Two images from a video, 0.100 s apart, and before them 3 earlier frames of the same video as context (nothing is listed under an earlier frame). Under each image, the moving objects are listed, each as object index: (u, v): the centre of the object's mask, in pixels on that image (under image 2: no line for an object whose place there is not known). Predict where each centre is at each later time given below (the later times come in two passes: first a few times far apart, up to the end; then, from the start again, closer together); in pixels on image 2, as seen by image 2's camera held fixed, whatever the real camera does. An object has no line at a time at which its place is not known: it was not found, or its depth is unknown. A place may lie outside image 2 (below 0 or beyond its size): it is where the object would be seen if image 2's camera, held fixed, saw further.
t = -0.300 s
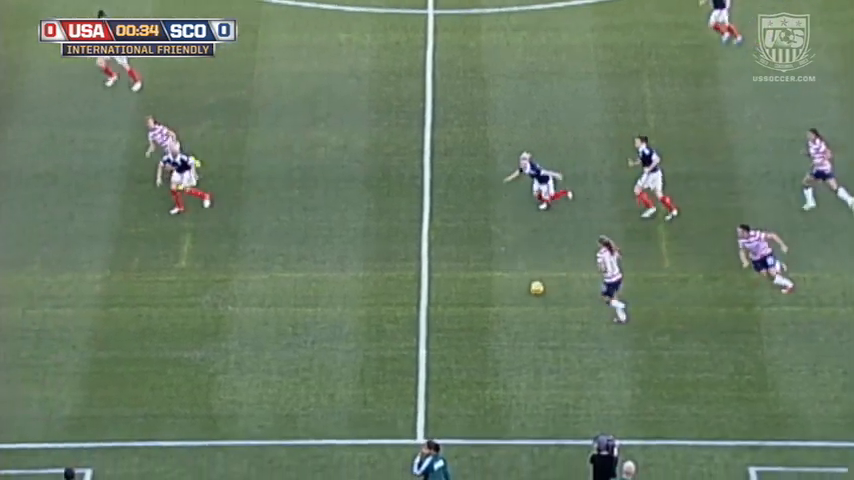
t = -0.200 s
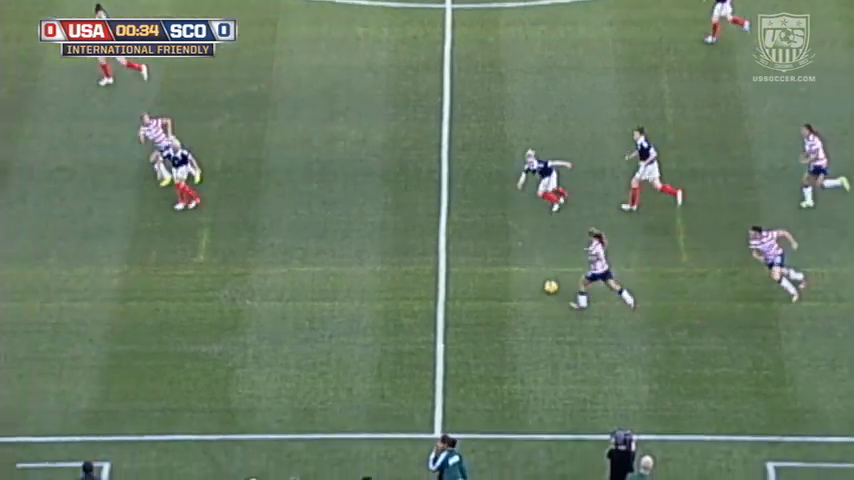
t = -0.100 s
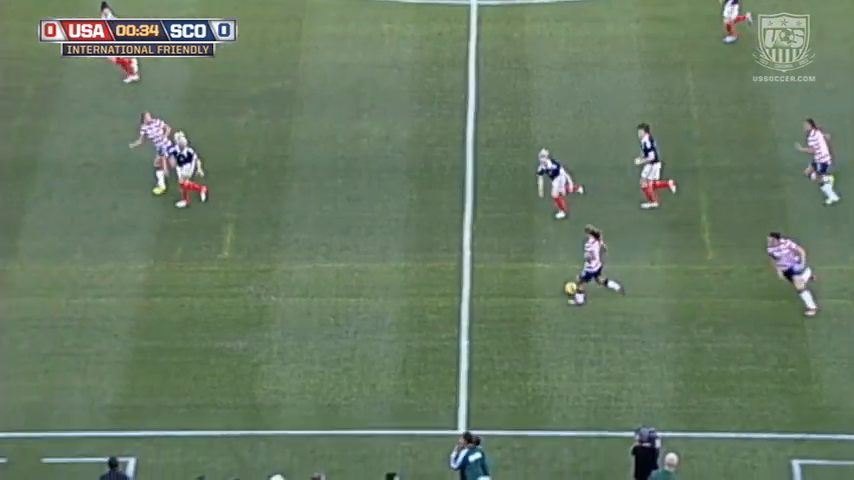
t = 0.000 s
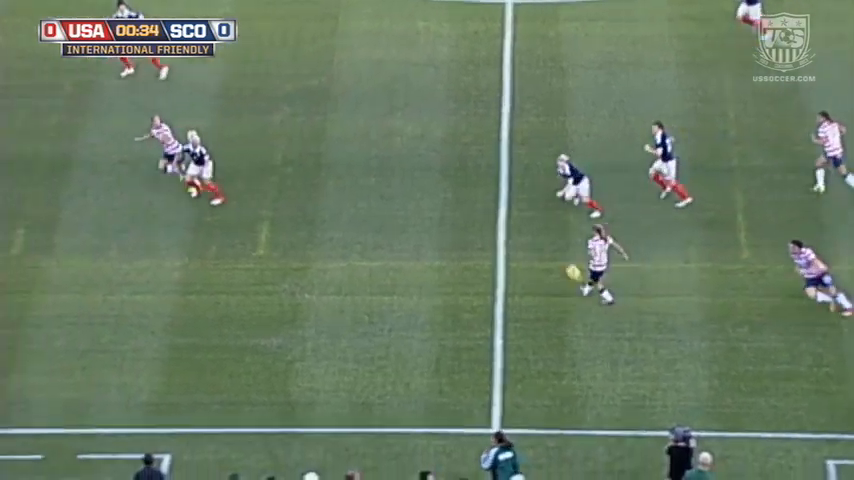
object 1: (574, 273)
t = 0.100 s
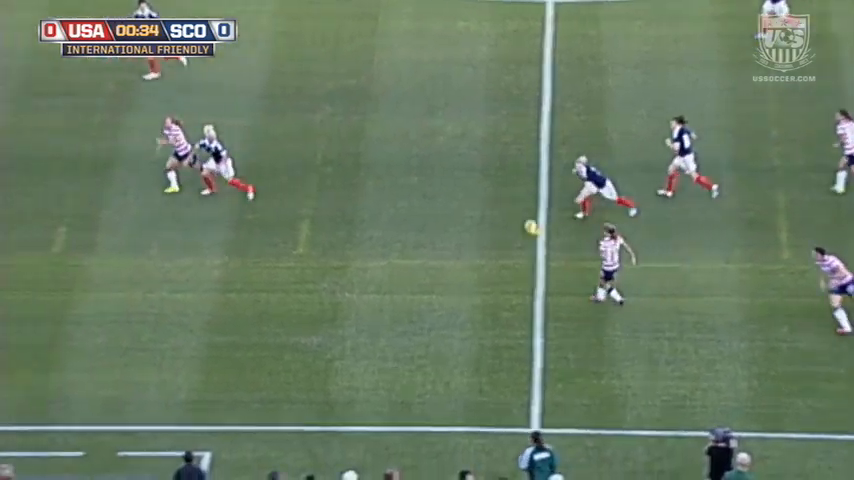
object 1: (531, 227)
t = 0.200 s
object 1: (454, 188)
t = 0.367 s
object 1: (332, 135)
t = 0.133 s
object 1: (505, 213)
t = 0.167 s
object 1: (479, 201)
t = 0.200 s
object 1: (454, 188)
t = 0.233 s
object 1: (429, 177)
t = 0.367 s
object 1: (332, 135)
